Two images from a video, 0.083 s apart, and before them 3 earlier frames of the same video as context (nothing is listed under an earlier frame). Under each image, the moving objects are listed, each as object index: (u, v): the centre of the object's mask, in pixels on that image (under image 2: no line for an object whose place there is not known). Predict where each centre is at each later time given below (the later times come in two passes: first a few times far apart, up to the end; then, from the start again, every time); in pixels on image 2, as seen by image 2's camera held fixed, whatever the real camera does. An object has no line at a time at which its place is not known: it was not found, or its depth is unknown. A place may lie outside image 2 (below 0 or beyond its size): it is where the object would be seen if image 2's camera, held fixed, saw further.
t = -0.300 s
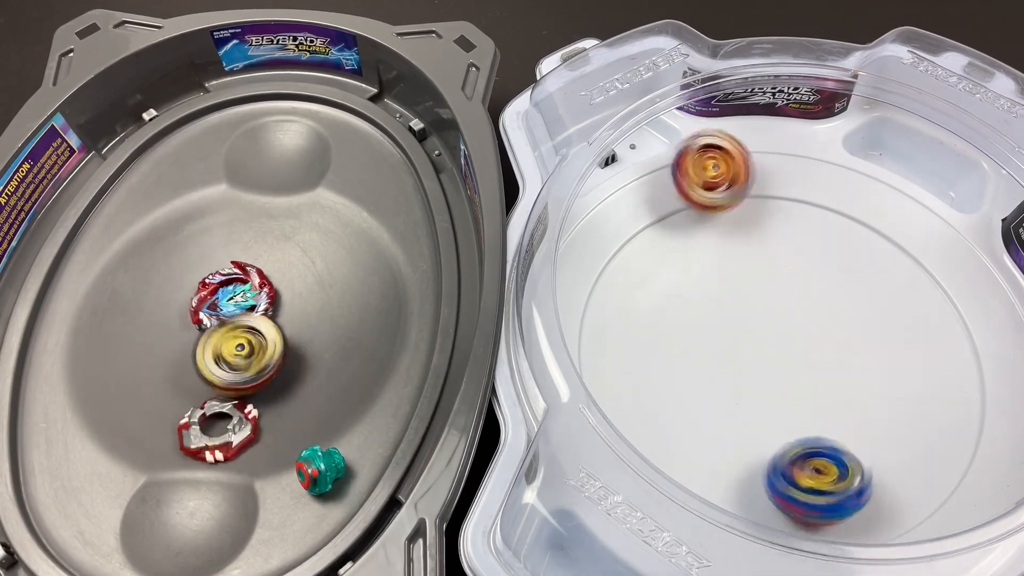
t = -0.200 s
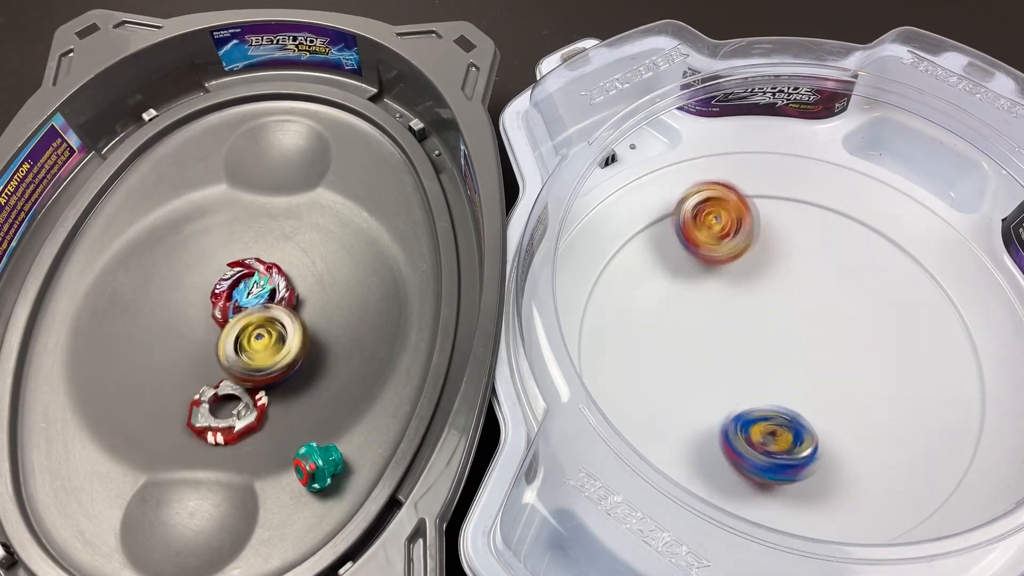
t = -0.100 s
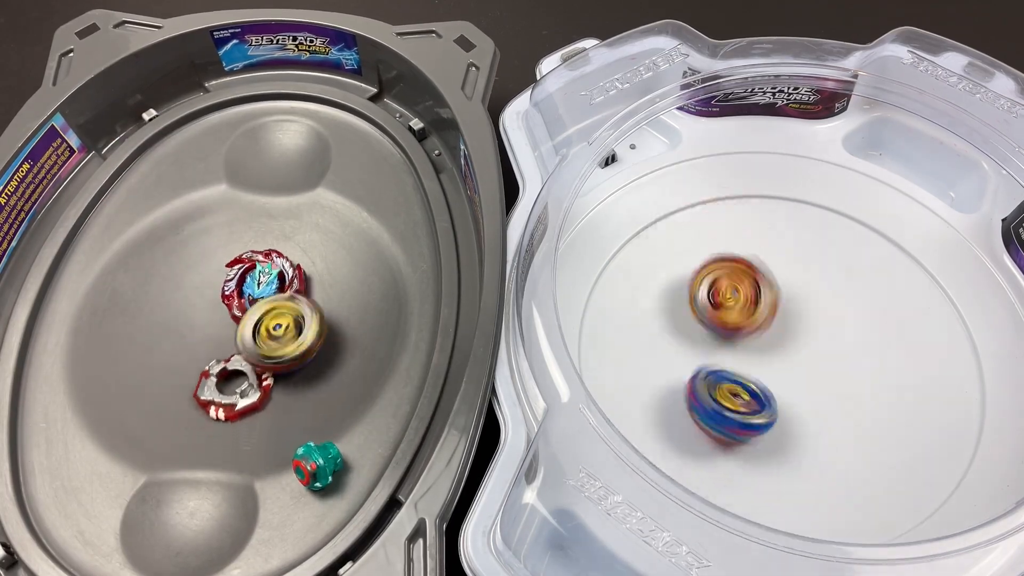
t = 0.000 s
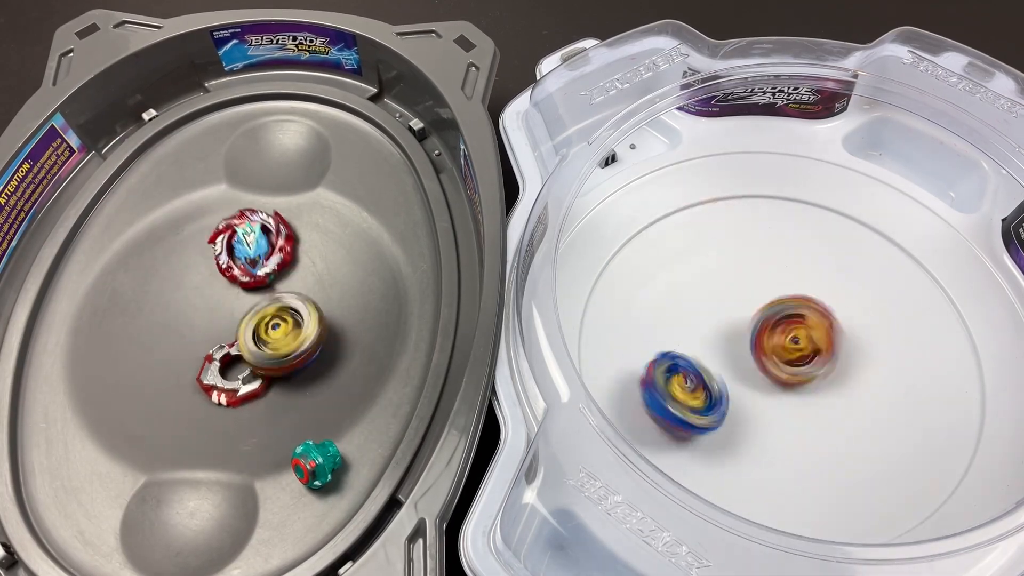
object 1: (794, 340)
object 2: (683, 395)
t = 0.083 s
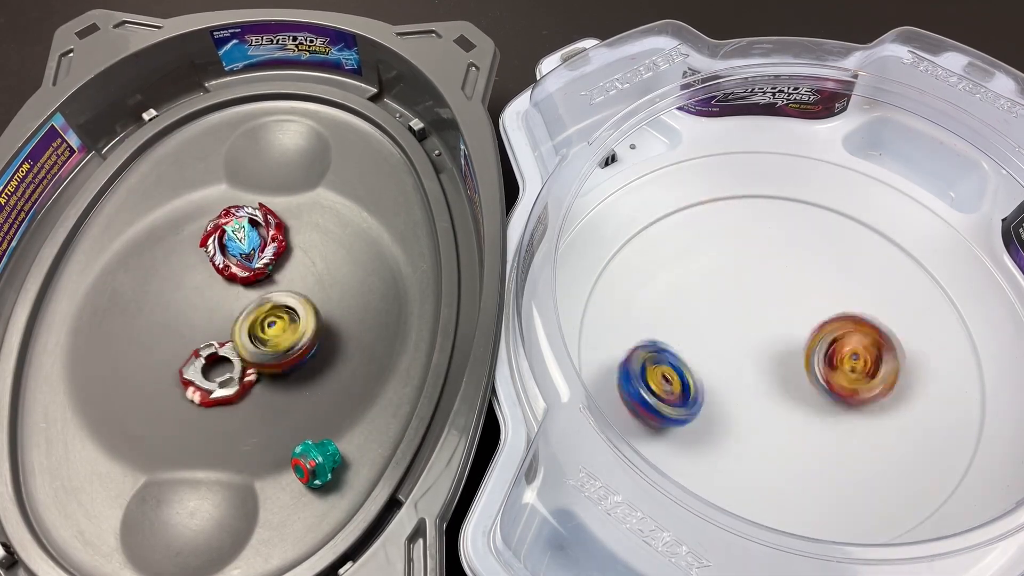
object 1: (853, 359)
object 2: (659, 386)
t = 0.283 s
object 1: (934, 384)
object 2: (671, 335)
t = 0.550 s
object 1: (883, 401)
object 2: (754, 310)
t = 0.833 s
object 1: (731, 434)
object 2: (844, 345)
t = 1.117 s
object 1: (670, 399)
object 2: (861, 422)
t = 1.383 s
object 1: (720, 328)
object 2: (786, 450)
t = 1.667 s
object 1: (802, 294)
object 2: (710, 391)
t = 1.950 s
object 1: (840, 353)
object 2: (726, 316)
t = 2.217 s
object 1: (813, 427)
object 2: (801, 303)
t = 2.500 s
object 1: (738, 424)
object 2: (858, 360)
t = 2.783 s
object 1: (713, 354)
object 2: (827, 426)
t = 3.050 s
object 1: (762, 315)
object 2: (745, 424)
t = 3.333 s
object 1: (819, 350)
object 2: (696, 358)
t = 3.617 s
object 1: (810, 409)
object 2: (731, 303)
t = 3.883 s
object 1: (749, 409)
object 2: (801, 307)
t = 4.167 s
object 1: (727, 355)
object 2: (847, 365)
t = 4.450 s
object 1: (774, 334)
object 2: (824, 428)
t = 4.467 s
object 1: (778, 334)
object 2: (821, 431)
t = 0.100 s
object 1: (864, 361)
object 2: (657, 383)
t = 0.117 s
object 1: (873, 365)
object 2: (656, 379)
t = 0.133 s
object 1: (883, 367)
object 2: (655, 374)
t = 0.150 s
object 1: (890, 370)
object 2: (657, 370)
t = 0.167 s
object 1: (898, 372)
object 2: (657, 367)
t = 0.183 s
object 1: (904, 374)
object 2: (658, 361)
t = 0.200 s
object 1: (912, 376)
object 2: (659, 355)
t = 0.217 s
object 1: (918, 378)
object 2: (661, 352)
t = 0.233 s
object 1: (923, 379)
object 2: (663, 347)
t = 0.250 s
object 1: (926, 381)
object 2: (665, 343)
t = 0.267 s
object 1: (931, 383)
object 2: (668, 339)
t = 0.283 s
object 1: (934, 384)
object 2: (671, 335)
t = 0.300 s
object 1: (936, 386)
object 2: (675, 331)
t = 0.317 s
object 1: (938, 388)
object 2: (678, 327)
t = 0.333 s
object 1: (938, 389)
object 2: (683, 324)
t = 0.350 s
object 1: (938, 391)
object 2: (687, 322)
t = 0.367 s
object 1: (936, 391)
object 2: (691, 318)
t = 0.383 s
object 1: (936, 393)
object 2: (696, 315)
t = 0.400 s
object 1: (932, 394)
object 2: (702, 314)
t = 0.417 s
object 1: (930, 396)
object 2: (707, 313)
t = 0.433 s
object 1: (926, 396)
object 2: (712, 311)
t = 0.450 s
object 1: (922, 397)
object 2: (718, 309)
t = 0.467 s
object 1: (915, 397)
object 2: (725, 309)
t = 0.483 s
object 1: (911, 399)
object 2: (730, 309)
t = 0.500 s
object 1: (904, 398)
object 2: (736, 308)
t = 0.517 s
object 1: (898, 400)
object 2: (742, 308)
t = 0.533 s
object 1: (889, 399)
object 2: (748, 309)
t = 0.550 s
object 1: (883, 401)
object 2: (754, 310)
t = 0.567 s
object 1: (873, 400)
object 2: (760, 310)
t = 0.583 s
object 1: (867, 402)
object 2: (766, 312)
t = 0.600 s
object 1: (855, 402)
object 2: (772, 314)
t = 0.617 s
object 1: (848, 404)
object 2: (777, 315)
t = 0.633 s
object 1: (837, 404)
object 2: (783, 317)
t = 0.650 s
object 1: (830, 406)
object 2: (790, 320)
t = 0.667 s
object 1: (818, 406)
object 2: (795, 323)
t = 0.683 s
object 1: (809, 412)
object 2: (800, 323)
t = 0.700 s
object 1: (798, 416)
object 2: (806, 322)
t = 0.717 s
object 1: (791, 420)
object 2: (811, 324)
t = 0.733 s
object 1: (780, 423)
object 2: (815, 325)
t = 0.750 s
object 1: (772, 426)
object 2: (821, 327)
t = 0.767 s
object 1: (763, 429)
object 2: (827, 330)
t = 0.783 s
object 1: (757, 430)
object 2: (831, 334)
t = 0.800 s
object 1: (747, 432)
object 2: (836, 338)
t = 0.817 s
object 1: (740, 433)
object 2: (840, 341)
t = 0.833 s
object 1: (731, 434)
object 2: (844, 345)
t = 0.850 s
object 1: (725, 433)
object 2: (848, 349)
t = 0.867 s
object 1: (718, 433)
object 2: (851, 353)
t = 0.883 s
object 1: (711, 433)
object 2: (855, 357)
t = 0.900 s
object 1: (705, 432)
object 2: (858, 361)
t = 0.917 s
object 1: (699, 430)
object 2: (860, 366)
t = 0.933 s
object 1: (695, 430)
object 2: (862, 371)
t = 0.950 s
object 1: (689, 426)
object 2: (864, 376)
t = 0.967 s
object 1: (686, 426)
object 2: (866, 380)
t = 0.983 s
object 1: (680, 422)
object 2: (866, 385)
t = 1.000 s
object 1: (679, 420)
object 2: (867, 390)
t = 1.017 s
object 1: (674, 417)
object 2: (868, 395)
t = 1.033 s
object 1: (673, 415)
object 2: (868, 400)
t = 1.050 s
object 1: (670, 411)
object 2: (867, 404)
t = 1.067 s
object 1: (670, 408)
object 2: (865, 409)
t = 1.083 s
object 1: (669, 405)
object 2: (865, 414)
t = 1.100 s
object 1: (669, 400)
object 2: (864, 418)
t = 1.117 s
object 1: (670, 399)
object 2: (861, 422)
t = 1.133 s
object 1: (670, 394)
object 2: (858, 426)
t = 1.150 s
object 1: (673, 391)
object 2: (856, 430)
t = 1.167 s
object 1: (674, 386)
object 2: (853, 434)
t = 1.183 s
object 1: (677, 382)
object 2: (849, 437)
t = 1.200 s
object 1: (678, 378)
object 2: (844, 440)
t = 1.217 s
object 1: (682, 374)
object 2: (841, 443)
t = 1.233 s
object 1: (684, 370)
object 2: (836, 445)
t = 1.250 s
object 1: (688, 363)
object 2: (831, 447)
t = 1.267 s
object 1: (691, 360)
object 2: (825, 449)
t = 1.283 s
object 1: (695, 354)
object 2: (821, 451)
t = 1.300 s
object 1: (699, 351)
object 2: (815, 452)
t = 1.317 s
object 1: (702, 345)
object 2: (810, 452)
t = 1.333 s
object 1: (707, 341)
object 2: (803, 452)
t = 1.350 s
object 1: (710, 336)
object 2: (797, 453)
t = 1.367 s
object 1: (716, 331)
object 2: (792, 452)
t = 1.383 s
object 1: (720, 328)
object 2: (786, 450)
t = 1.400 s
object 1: (725, 322)
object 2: (779, 449)
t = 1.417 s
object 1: (729, 319)
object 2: (774, 448)
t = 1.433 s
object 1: (734, 314)
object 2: (768, 446)
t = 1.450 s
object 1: (740, 311)
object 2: (763, 443)
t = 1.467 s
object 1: (744, 307)
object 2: (757, 440)
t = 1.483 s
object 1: (750, 304)
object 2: (751, 438)
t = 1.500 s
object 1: (754, 301)
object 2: (746, 435)
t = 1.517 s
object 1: (760, 299)
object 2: (742, 431)
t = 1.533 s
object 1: (764, 298)
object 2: (737, 427)
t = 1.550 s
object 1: (769, 295)
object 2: (732, 423)
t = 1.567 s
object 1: (774, 294)
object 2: (728, 419)
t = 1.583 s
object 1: (779, 294)
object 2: (724, 415)
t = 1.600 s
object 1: (784, 293)
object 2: (721, 410)
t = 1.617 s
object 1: (789, 292)
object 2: (718, 405)
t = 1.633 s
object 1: (794, 292)
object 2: (715, 401)
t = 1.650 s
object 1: (798, 293)
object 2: (712, 396)
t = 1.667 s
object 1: (802, 294)
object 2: (710, 391)
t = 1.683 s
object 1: (806, 296)
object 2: (708, 386)
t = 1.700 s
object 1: (810, 296)
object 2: (706, 381)
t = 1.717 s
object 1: (813, 298)
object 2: (706, 376)
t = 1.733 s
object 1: (817, 300)
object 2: (705, 371)
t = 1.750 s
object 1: (820, 303)
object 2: (705, 366)
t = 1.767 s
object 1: (822, 306)
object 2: (704, 361)
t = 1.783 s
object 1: (825, 308)
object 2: (705, 357)
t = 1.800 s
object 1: (828, 311)
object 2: (706, 352)
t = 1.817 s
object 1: (830, 314)
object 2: (707, 347)
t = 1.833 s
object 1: (832, 319)
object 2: (708, 343)
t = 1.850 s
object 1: (833, 323)
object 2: (709, 339)
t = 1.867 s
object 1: (835, 327)
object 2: (713, 334)
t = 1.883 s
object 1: (836, 332)
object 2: (714, 330)
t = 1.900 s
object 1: (838, 337)
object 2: (717, 327)
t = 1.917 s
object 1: (838, 342)
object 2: (719, 323)
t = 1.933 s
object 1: (839, 347)
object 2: (723, 320)
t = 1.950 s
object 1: (840, 353)
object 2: (726, 316)
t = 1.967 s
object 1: (840, 358)
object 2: (730, 314)
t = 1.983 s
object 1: (841, 364)
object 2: (734, 311)
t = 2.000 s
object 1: (841, 369)
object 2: (738, 309)
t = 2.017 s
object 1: (840, 374)
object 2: (742, 306)
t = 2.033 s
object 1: (839, 379)
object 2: (746, 305)
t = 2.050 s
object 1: (838, 383)
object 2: (750, 303)
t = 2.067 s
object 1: (837, 390)
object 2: (755, 302)
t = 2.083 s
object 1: (834, 394)
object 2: (761, 301)
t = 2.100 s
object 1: (833, 400)
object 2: (765, 300)
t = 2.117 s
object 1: (830, 405)
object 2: (770, 300)
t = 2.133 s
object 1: (828, 409)
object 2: (775, 300)
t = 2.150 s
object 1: (826, 414)
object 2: (780, 300)
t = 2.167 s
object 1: (822, 418)
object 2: (785, 300)
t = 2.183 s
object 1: (819, 422)
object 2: (790, 301)
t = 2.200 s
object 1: (815, 425)
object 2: (795, 302)
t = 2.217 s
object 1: (813, 427)
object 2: (801, 303)
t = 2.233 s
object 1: (809, 431)
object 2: (805, 305)
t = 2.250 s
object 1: (803, 432)
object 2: (809, 307)
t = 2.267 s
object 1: (801, 435)
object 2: (814, 308)
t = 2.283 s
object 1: (795, 437)
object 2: (820, 311)
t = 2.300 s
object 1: (791, 438)
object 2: (823, 314)
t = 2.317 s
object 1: (787, 440)
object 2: (827, 317)
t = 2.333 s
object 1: (781, 439)
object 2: (831, 319)
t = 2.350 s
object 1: (778, 439)
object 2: (835, 322)
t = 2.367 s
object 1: (772, 439)
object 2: (838, 327)
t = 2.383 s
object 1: (768, 439)
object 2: (842, 330)
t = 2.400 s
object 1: (763, 439)
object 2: (845, 334)
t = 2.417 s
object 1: (758, 436)
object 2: (848, 338)
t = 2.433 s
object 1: (755, 435)
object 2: (850, 343)
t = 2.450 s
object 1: (750, 433)
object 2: (852, 346)
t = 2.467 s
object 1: (746, 431)
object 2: (855, 350)
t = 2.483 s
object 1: (743, 428)
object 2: (856, 355)
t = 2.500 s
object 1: (738, 424)
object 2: (858, 360)
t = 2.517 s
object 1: (736, 423)
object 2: (858, 364)
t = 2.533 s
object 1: (732, 419)
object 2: (859, 369)
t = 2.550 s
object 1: (728, 415)
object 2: (859, 373)
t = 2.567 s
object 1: (726, 411)
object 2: (859, 378)
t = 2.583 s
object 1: (721, 406)
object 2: (859, 382)
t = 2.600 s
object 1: (720, 402)
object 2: (857, 386)
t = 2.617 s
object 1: (717, 399)
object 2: (856, 391)
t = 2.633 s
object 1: (716, 393)
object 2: (855, 395)
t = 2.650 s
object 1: (715, 390)
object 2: (853, 399)
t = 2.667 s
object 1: (712, 385)
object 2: (850, 403)
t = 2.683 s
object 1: (713, 380)
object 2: (849, 407)
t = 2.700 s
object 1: (712, 377)
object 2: (847, 410)
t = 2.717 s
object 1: (711, 371)
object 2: (843, 414)
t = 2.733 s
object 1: (711, 367)
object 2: (838, 417)
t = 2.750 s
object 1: (711, 362)
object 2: (836, 420)
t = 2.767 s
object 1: (712, 357)
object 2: (832, 422)
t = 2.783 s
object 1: (713, 354)
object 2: (827, 426)
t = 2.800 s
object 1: (714, 349)
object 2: (822, 428)
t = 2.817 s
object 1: (717, 346)
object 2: (818, 429)
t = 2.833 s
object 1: (718, 343)
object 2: (814, 431)
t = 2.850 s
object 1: (721, 338)
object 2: (808, 433)
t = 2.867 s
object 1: (724, 336)
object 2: (803, 434)
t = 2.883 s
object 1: (725, 332)
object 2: (798, 434)
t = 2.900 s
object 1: (730, 329)
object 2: (793, 434)
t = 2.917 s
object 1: (732, 327)
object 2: (787, 435)
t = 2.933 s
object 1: (735, 323)
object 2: (782, 434)
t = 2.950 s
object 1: (739, 321)
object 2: (776, 433)
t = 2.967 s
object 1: (742, 320)
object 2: (771, 433)
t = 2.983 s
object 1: (746, 318)
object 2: (766, 432)
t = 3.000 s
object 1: (750, 317)
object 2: (760, 429)
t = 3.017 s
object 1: (754, 316)
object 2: (754, 427)
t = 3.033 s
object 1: (759, 315)
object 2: (750, 426)
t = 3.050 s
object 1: (762, 315)
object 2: (745, 424)
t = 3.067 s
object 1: (766, 315)
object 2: (740, 420)
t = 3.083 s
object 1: (770, 316)
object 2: (734, 418)
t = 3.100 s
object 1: (774, 316)
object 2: (731, 415)
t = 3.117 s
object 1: (777, 316)
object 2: (727, 411)
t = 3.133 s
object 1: (782, 318)
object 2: (722, 407)
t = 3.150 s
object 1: (785, 319)
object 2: (718, 404)
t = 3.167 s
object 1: (789, 321)
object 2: (715, 400)
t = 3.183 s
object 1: (792, 323)
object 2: (712, 396)
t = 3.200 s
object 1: (795, 325)
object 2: (708, 392)
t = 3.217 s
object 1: (799, 327)
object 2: (705, 388)
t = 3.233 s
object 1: (802, 330)
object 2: (704, 384)
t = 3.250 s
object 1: (805, 333)
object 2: (702, 379)
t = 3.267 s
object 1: (808, 336)
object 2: (699, 375)
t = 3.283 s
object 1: (810, 339)
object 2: (698, 371)
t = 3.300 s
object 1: (814, 343)
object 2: (697, 365)
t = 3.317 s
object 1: (816, 347)
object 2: (696, 361)
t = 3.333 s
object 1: (819, 350)
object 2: (696, 358)
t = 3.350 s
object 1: (821, 355)
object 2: (696, 353)
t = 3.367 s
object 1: (821, 359)
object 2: (695, 348)
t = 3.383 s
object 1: (823, 362)
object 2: (696, 344)
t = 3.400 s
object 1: (824, 366)
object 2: (697, 341)
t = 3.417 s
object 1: (825, 370)
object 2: (698, 336)
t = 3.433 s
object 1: (826, 374)
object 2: (699, 333)
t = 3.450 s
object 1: (825, 378)
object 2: (701, 330)
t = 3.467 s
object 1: (824, 381)
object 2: (703, 326)
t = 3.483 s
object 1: (825, 385)
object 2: (704, 323)
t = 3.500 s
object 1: (824, 389)
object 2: (707, 320)
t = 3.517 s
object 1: (822, 392)
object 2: (710, 316)
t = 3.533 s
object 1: (822, 396)
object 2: (713, 313)
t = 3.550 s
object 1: (819, 399)
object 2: (716, 311)
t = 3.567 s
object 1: (816, 401)
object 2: (719, 309)
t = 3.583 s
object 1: (815, 405)
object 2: (723, 306)
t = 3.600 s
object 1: (811, 407)
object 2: (727, 304)
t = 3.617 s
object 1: (810, 409)
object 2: (731, 303)
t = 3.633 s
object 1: (807, 413)
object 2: (734, 301)
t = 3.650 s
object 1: (802, 413)
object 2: (738, 299)
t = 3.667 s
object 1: (799, 415)
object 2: (742, 299)
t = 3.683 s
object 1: (796, 417)
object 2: (747, 297)
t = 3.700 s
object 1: (791, 417)
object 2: (751, 297)
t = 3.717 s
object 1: (789, 418)
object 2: (756, 297)
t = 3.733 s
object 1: (784, 419)
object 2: (761, 297)
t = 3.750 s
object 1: (780, 418)
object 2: (765, 297)
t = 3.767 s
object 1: (777, 418)
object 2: (769, 298)
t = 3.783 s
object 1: (772, 418)
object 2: (773, 298)
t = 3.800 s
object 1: (768, 416)
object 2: (778, 299)
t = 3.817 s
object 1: (765, 416)
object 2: (783, 300)
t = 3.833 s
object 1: (760, 415)
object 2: (787, 302)
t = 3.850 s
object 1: (756, 412)
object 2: (792, 303)
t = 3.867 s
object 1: (754, 411)
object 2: (796, 304)
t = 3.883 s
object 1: (749, 409)
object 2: (801, 307)
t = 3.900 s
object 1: (746, 406)
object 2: (805, 309)
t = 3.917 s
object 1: (744, 404)
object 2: (808, 311)
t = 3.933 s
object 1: (739, 401)
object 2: (812, 314)
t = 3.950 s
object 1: (737, 398)
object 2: (816, 317)
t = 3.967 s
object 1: (736, 396)
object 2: (821, 319)
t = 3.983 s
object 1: (733, 392)
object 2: (823, 323)
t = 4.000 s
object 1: (732, 388)
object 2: (826, 326)
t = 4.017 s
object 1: (730, 386)
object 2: (830, 330)
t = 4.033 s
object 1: (728, 381)
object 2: (833, 333)
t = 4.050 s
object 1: (727, 377)
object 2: (835, 338)
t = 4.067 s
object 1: (726, 375)
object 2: (838, 341)
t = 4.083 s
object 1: (725, 371)
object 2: (839, 345)
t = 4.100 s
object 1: (726, 368)
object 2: (842, 350)
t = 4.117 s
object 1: (726, 365)
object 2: (844, 353)
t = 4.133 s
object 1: (725, 361)
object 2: (845, 357)
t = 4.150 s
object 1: (726, 357)
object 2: (845, 362)
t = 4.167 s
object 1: (727, 355)
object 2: (847, 365)
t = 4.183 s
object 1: (728, 352)
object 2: (848, 369)
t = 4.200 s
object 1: (731, 349)
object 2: (848, 374)
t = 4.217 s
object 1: (732, 347)
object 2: (848, 379)
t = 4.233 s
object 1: (734, 345)
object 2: (848, 382)
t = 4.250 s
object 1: (736, 341)
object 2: (848, 386)
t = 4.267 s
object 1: (738, 340)
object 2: (847, 391)
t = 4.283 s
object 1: (741, 339)
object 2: (847, 395)
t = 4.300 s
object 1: (744, 337)
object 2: (844, 398)
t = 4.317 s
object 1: (747, 337)
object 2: (844, 403)
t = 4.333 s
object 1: (750, 335)
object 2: (843, 406)
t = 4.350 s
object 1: (753, 334)
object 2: (840, 410)
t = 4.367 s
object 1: (757, 333)
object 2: (838, 414)
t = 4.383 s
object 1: (760, 332)
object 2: (836, 416)
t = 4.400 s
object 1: (764, 333)
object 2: (833, 420)
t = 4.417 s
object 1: (767, 334)
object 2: (830, 424)
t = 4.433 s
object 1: (770, 334)
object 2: (827, 425)
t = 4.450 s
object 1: (774, 334)
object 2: (824, 428)
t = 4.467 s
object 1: (778, 334)
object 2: (821, 431)
